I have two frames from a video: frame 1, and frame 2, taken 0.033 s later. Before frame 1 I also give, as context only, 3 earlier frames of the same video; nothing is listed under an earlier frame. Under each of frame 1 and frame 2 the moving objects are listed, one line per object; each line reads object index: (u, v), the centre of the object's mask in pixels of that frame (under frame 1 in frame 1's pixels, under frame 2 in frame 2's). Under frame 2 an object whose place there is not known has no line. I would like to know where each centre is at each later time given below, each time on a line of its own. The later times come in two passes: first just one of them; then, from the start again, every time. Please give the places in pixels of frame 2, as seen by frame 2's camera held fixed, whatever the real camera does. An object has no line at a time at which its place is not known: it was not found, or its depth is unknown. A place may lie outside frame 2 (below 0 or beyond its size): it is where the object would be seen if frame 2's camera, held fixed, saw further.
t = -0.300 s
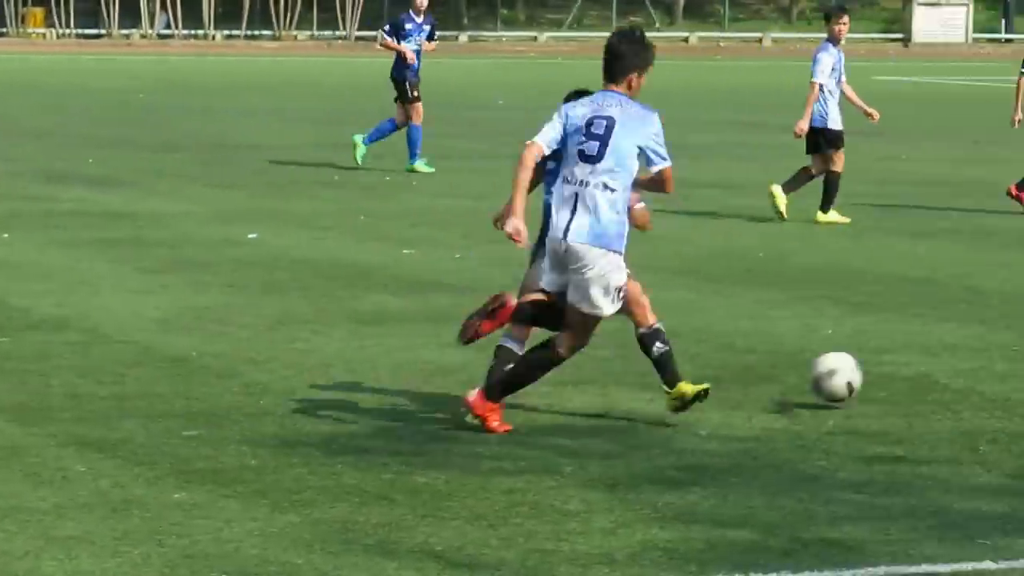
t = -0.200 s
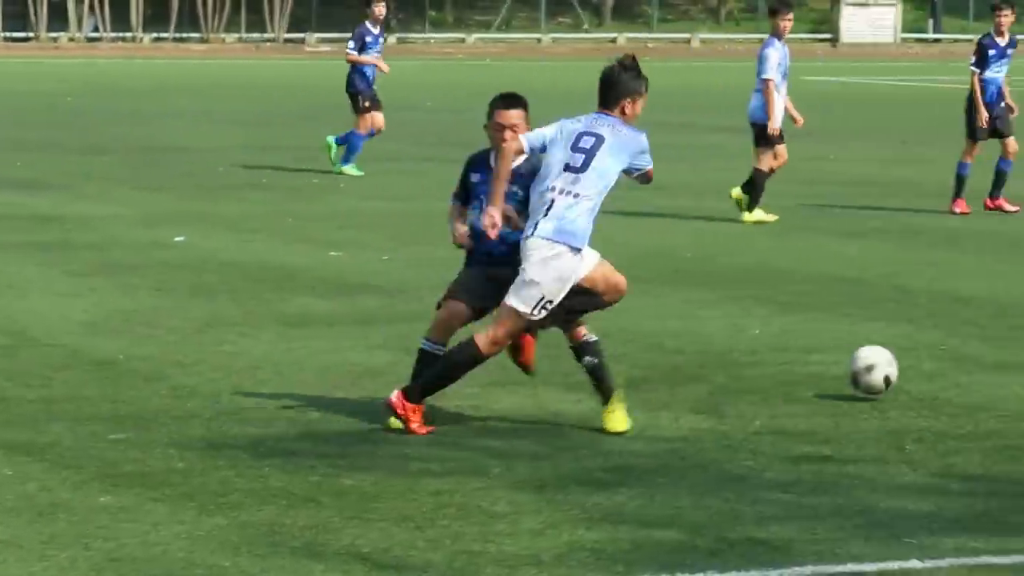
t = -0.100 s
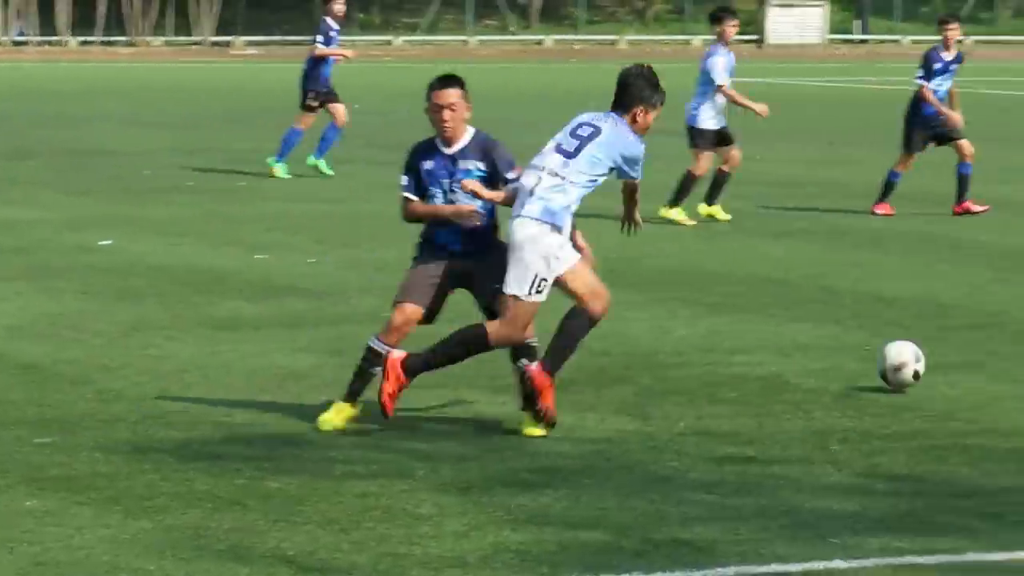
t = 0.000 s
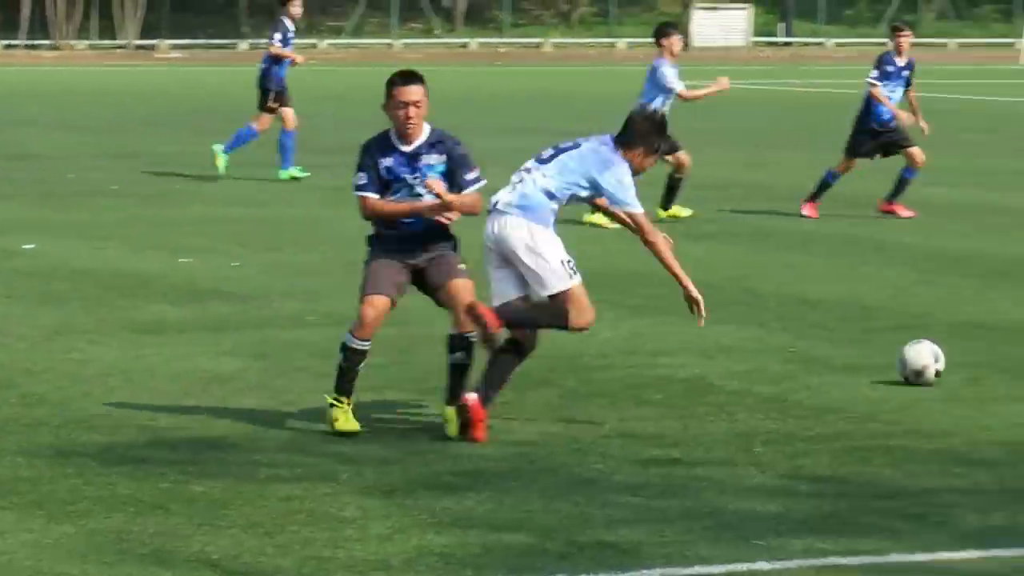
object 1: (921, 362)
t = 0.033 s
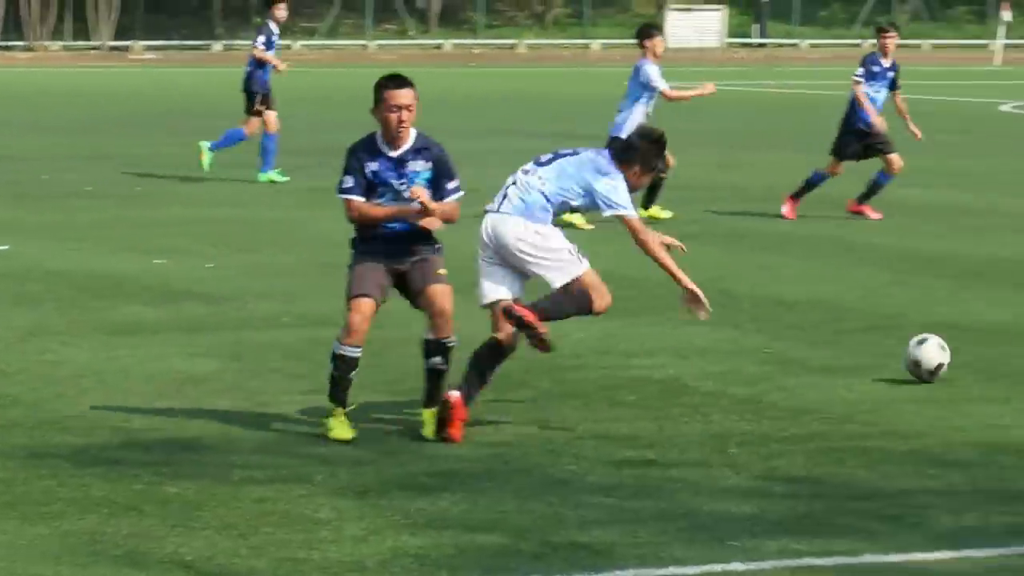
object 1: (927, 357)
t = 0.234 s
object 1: (1110, 346)
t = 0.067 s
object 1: (959, 350)
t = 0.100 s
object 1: (989, 346)
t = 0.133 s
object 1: (1020, 344)
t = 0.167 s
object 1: (1050, 345)
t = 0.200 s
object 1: (1080, 347)
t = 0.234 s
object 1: (1110, 346)
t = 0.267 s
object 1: (1138, 339)
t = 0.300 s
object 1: (1167, 334)
